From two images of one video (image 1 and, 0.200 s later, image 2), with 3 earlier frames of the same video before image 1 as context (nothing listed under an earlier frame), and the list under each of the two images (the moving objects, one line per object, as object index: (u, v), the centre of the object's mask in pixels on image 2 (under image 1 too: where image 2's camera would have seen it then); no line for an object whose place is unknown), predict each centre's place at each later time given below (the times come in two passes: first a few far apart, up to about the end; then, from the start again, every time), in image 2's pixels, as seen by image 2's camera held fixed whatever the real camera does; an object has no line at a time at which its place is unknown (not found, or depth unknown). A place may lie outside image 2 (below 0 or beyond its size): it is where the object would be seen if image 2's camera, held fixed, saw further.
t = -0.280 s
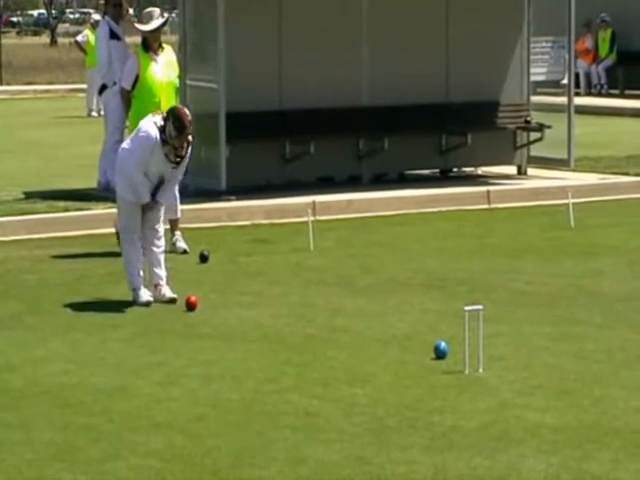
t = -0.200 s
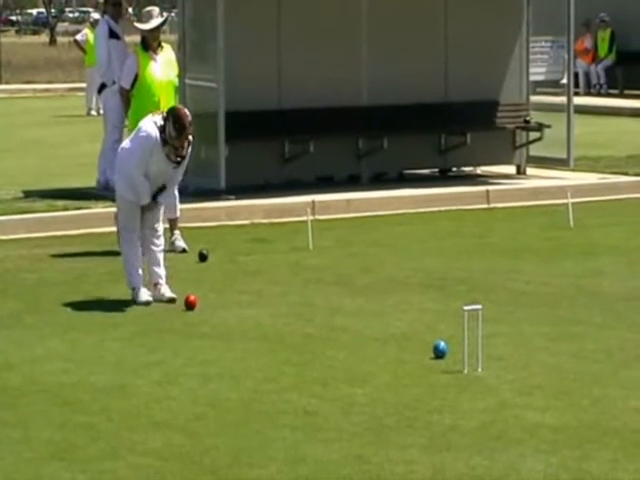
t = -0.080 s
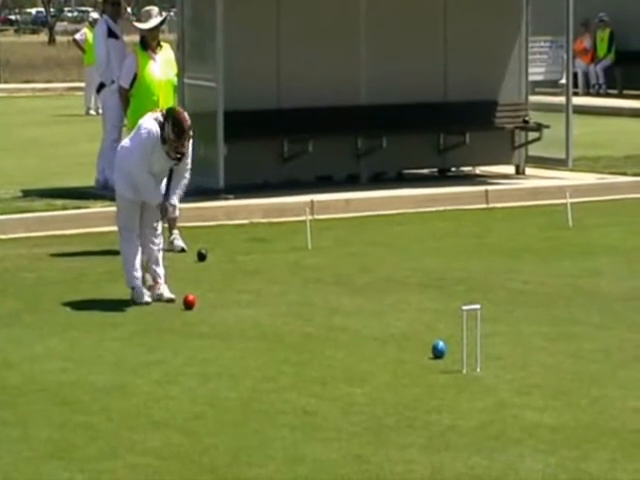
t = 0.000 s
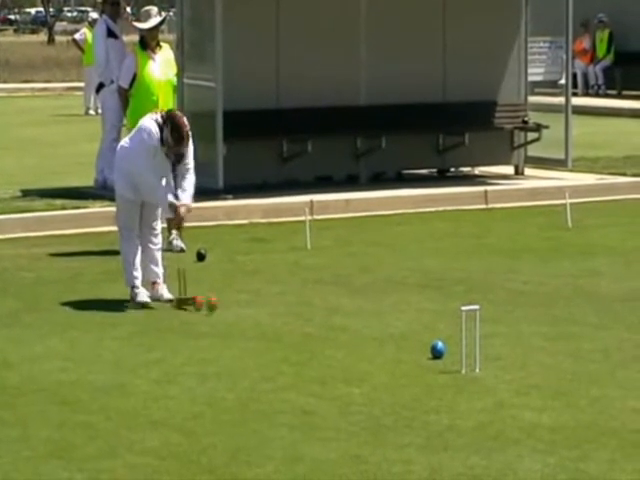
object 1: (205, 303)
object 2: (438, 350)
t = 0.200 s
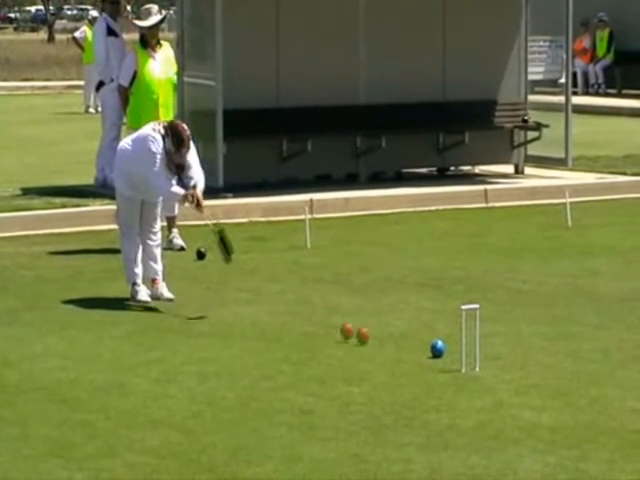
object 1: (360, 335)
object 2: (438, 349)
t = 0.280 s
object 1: (417, 346)
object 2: (439, 349)
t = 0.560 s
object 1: (515, 396)
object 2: (549, 346)
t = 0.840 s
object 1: (626, 460)
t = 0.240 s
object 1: (389, 342)
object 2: (438, 349)
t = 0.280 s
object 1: (417, 346)
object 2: (439, 349)
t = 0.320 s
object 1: (435, 353)
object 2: (452, 348)
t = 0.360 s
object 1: (447, 361)
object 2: (472, 348)
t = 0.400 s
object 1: (461, 366)
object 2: (489, 347)
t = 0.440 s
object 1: (474, 374)
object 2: (505, 347)
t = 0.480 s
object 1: (489, 385)
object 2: (520, 347)
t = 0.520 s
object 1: (501, 390)
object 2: (534, 347)
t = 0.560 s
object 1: (515, 396)
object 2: (549, 346)
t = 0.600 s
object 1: (530, 408)
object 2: (562, 347)
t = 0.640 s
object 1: (545, 415)
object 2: (575, 346)
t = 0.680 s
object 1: (560, 423)
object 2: (588, 346)
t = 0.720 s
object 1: (575, 434)
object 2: (601, 346)
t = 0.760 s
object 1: (591, 442)
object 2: (614, 345)
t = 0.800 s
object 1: (609, 451)
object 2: (628, 345)
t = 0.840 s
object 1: (626, 460)
